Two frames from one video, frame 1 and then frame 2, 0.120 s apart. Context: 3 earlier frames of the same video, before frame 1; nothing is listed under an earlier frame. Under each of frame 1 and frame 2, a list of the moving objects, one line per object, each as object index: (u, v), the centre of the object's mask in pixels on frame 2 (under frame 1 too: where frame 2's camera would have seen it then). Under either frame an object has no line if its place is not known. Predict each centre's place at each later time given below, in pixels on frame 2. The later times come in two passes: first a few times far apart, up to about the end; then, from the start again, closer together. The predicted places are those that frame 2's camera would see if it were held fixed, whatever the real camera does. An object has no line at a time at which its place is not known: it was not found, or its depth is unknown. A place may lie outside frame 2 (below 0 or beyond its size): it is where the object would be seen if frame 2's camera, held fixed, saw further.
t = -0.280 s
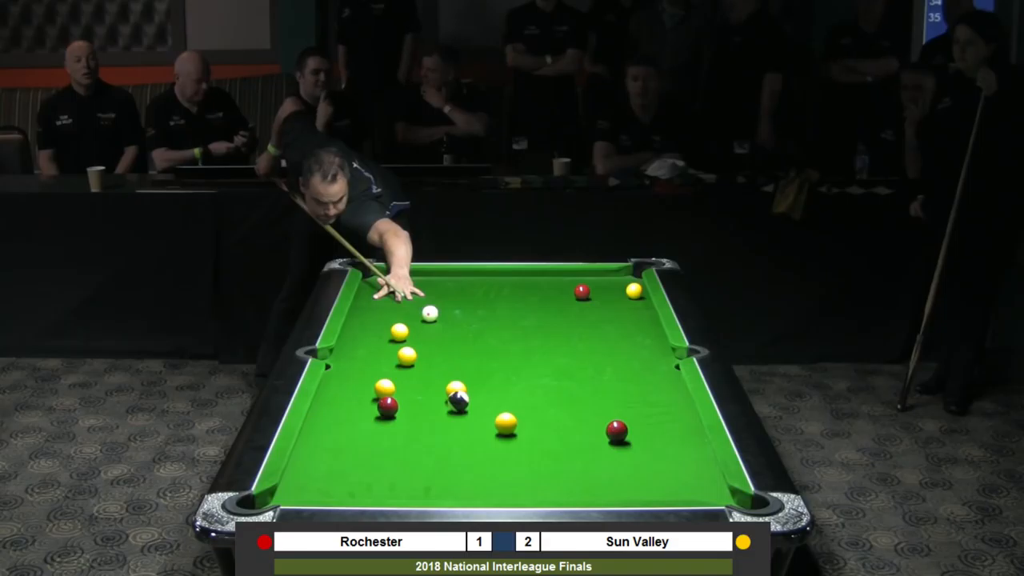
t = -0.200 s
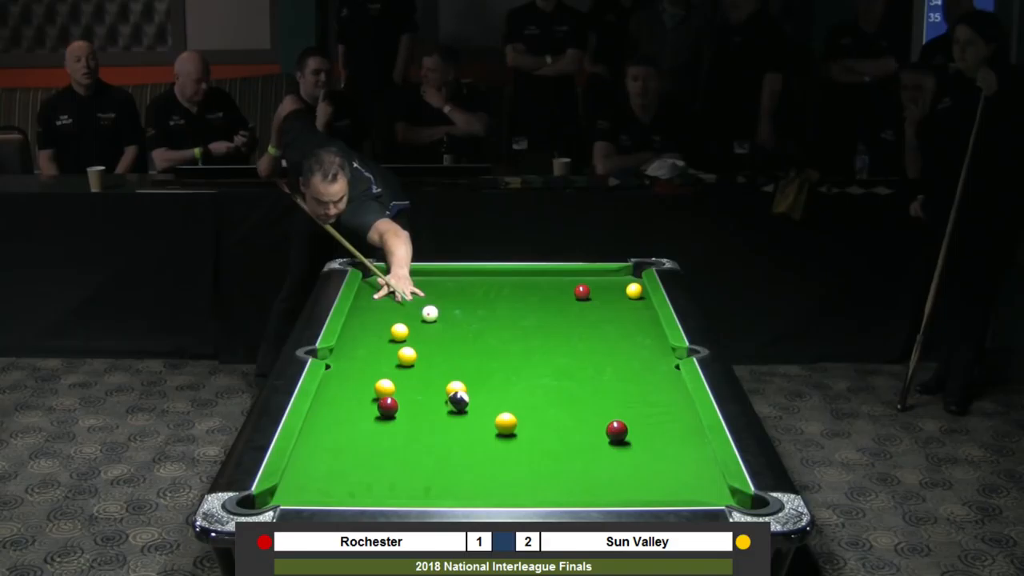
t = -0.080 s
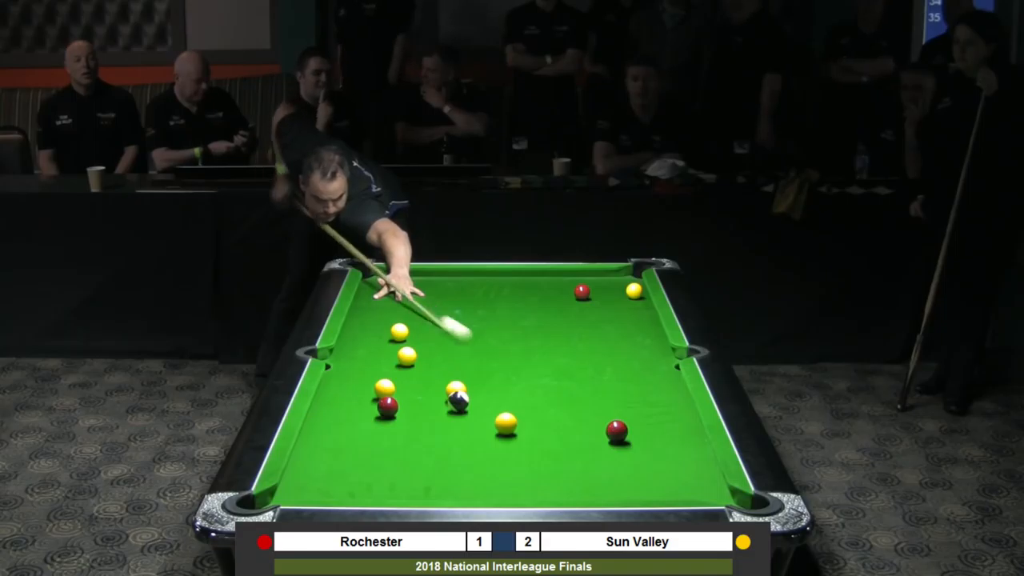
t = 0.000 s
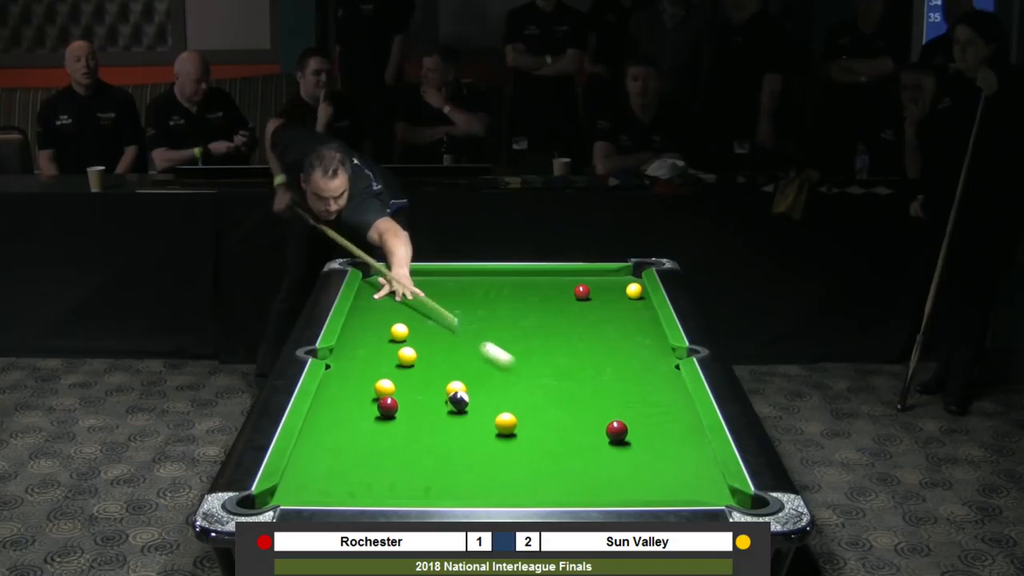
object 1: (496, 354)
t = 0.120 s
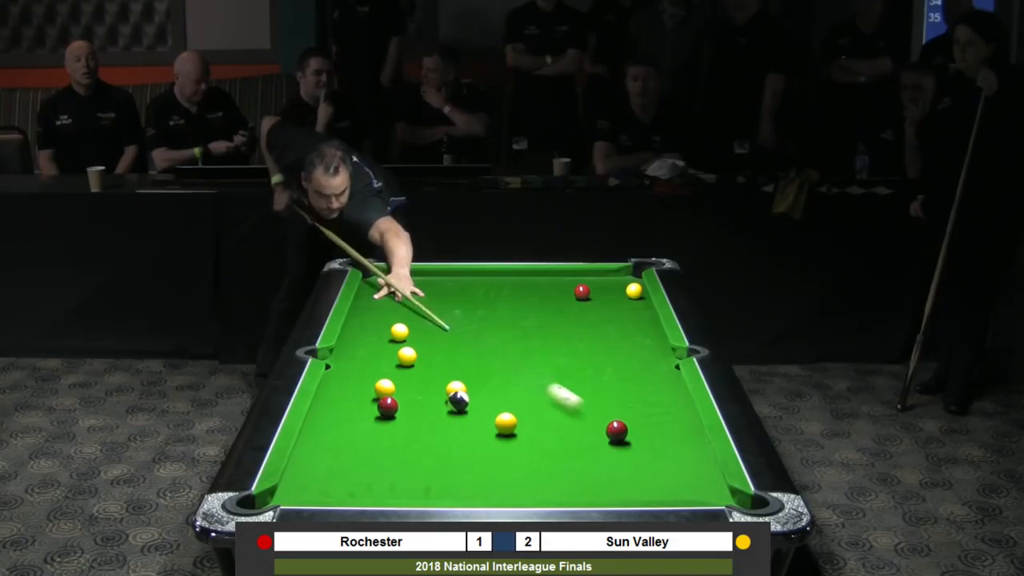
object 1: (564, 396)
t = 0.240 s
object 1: (604, 422)
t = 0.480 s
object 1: (595, 412)
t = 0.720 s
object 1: (587, 403)
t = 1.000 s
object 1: (578, 395)
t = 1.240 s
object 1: (573, 389)
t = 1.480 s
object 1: (567, 384)
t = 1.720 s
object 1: (562, 380)
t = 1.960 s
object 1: (558, 377)
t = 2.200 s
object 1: (555, 374)
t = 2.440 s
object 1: (554, 373)
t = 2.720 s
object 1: (553, 371)
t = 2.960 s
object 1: (552, 371)
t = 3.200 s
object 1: (552, 371)
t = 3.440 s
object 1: (552, 371)
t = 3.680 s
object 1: (552, 371)
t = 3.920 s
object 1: (552, 371)
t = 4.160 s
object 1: (552, 371)
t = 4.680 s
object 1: (553, 371)
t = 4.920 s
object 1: (552, 371)
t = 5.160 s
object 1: (552, 371)
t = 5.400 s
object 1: (552, 371)
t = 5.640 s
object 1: (552, 371)
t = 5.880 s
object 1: (552, 371)
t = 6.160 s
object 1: (552, 371)
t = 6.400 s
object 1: (552, 371)
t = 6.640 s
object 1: (552, 371)
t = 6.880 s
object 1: (552, 371)
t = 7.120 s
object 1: (552, 371)
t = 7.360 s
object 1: (552, 371)
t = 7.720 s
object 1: (553, 368)
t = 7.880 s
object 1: (552, 371)
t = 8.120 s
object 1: (552, 371)
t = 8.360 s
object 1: (552, 371)
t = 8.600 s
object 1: (552, 371)
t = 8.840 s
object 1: (552, 371)
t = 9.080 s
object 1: (552, 371)
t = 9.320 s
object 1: (552, 371)
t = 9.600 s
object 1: (552, 371)
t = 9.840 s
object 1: (552, 371)
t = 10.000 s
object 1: (552, 371)
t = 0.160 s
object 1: (587, 410)
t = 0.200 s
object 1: (604, 421)
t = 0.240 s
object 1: (604, 422)
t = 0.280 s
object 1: (602, 420)
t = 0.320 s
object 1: (601, 418)
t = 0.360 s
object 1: (599, 417)
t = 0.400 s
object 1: (598, 415)
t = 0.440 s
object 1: (596, 413)
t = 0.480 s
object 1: (595, 412)
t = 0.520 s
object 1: (593, 410)
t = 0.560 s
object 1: (592, 409)
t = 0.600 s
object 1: (591, 407)
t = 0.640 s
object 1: (589, 406)
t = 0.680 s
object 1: (588, 405)
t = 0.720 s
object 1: (587, 403)
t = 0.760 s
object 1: (585, 402)
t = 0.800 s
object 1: (584, 401)
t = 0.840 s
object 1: (583, 400)
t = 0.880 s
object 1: (582, 398)
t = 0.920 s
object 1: (581, 397)
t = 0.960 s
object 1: (580, 396)
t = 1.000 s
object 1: (578, 395)
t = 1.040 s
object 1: (577, 394)
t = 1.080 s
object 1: (576, 393)
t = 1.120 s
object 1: (575, 392)
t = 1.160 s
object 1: (574, 391)
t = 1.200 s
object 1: (573, 390)
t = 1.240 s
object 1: (573, 389)
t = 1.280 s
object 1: (572, 388)
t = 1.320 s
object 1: (571, 387)
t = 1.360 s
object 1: (570, 387)
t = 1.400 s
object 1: (569, 386)
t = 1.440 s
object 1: (568, 385)
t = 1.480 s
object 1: (567, 384)
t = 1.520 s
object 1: (566, 383)
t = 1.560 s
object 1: (565, 383)
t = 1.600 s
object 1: (564, 382)
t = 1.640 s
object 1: (564, 381)
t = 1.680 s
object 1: (563, 381)
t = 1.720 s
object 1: (562, 380)
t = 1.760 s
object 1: (562, 379)
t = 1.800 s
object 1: (561, 379)
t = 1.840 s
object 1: (560, 378)
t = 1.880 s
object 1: (560, 378)
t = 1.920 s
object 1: (559, 377)
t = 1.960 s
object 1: (558, 377)
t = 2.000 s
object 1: (558, 376)
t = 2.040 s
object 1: (557, 376)
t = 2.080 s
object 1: (557, 375)
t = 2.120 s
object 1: (556, 375)
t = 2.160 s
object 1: (556, 375)
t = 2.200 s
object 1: (555, 374)
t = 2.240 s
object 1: (555, 374)
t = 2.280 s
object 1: (554, 374)
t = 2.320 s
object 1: (554, 373)
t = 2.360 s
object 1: (554, 373)
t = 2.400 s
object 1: (554, 373)
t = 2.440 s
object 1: (554, 373)
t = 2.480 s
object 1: (553, 372)
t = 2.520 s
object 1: (553, 372)
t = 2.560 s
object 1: (553, 372)
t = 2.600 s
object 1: (553, 372)
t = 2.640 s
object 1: (553, 372)
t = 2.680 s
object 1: (553, 371)
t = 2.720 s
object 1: (553, 371)
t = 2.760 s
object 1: (552, 371)
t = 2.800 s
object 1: (552, 371)
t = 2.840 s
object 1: (552, 371)
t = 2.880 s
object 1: (552, 371)
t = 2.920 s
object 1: (552, 371)
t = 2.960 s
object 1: (552, 371)
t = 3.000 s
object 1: (552, 371)
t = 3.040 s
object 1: (552, 371)
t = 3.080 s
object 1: (552, 371)
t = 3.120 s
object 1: (552, 371)
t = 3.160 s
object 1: (552, 371)
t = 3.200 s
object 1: (552, 371)
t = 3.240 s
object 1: (552, 371)
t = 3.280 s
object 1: (552, 371)
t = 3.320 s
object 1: (552, 371)
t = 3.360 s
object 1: (552, 371)
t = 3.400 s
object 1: (552, 371)
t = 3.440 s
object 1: (552, 371)
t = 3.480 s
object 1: (552, 371)
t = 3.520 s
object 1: (552, 371)
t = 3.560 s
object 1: (552, 371)
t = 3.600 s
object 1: (552, 371)
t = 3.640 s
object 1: (552, 371)
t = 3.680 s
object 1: (552, 371)
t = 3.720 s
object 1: (552, 371)
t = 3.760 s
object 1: (552, 371)
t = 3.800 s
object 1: (552, 371)
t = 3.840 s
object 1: (552, 371)
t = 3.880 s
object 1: (552, 371)
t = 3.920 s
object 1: (552, 371)
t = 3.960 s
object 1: (552, 371)
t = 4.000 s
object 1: (552, 371)
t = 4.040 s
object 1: (552, 371)
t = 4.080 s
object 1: (552, 371)
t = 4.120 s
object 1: (552, 371)
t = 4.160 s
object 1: (552, 371)
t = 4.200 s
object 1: (552, 371)
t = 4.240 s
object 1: (552, 371)
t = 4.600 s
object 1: (552, 372)
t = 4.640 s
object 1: (553, 371)
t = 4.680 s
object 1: (553, 371)
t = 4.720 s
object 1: (553, 372)
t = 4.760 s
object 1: (552, 371)
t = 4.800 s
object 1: (552, 371)
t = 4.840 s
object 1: (552, 371)
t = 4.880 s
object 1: (552, 371)
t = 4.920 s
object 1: (552, 371)
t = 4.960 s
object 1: (552, 371)
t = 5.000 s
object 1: (552, 371)
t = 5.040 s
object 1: (552, 371)
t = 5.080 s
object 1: (552, 371)
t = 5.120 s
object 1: (552, 371)
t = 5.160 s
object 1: (552, 371)
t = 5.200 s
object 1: (552, 371)
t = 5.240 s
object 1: (552, 371)
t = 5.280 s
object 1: (552, 371)
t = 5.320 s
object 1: (552, 371)
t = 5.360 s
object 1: (552, 371)
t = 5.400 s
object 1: (552, 371)
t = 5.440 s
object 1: (552, 371)
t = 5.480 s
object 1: (552, 371)
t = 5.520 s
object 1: (552, 371)
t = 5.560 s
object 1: (552, 371)
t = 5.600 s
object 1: (552, 371)
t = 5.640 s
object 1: (552, 371)
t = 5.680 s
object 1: (552, 371)
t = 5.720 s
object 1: (552, 371)
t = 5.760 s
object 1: (552, 371)
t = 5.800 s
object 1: (552, 371)
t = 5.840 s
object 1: (552, 371)
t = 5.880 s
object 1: (552, 371)
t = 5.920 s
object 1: (552, 371)
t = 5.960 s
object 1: (552, 371)
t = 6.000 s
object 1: (552, 371)
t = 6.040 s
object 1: (552, 371)
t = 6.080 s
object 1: (552, 371)
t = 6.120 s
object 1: (552, 371)
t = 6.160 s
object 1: (552, 371)
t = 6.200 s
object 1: (552, 371)
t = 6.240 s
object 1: (552, 371)
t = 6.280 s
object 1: (552, 371)
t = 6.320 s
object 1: (552, 371)
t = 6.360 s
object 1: (552, 371)
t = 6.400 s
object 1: (552, 371)
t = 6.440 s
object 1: (552, 371)
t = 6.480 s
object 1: (552, 371)
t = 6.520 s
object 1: (552, 371)
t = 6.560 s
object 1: (552, 371)
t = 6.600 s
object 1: (552, 371)
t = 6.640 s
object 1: (552, 371)
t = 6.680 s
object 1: (552, 371)
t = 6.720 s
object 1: (552, 371)
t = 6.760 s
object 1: (552, 371)
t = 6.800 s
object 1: (552, 371)
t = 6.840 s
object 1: (552, 371)
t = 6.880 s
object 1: (552, 371)
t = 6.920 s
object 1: (552, 371)
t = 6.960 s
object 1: (552, 371)
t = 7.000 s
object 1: (552, 371)
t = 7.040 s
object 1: (552, 371)
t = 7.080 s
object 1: (552, 371)
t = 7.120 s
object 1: (552, 371)
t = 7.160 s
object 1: (552, 371)
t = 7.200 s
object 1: (552, 371)
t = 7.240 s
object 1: (552, 371)
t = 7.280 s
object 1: (552, 371)
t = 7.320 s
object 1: (552, 371)
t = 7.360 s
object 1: (552, 371)
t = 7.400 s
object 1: (552, 371)
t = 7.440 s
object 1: (549, 372)
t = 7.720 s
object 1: (553, 368)
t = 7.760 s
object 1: (552, 371)
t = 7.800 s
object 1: (552, 371)
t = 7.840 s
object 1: (552, 371)
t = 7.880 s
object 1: (552, 371)
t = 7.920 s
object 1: (552, 371)
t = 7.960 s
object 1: (552, 371)
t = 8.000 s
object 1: (552, 371)
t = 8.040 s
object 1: (552, 371)
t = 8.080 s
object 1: (552, 371)
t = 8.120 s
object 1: (552, 371)
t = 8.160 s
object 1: (552, 371)
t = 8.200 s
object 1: (552, 371)
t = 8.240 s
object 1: (552, 371)
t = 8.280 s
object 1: (552, 371)
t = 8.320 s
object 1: (552, 371)
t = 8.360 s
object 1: (552, 371)
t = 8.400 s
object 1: (552, 371)
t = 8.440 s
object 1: (552, 371)
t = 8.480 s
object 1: (552, 371)
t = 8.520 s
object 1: (552, 371)
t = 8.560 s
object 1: (552, 371)
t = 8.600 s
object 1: (552, 371)
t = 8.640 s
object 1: (552, 371)
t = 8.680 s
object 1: (552, 371)
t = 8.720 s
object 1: (552, 371)
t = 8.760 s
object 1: (552, 371)
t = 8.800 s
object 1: (552, 371)
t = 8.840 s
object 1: (552, 371)
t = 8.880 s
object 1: (552, 371)
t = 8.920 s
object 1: (552, 371)
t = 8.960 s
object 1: (552, 371)
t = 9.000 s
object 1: (552, 371)
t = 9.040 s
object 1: (552, 371)
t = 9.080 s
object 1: (552, 371)
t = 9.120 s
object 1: (552, 371)
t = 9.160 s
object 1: (552, 371)
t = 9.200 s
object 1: (552, 371)
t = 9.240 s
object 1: (552, 371)
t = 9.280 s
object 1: (552, 371)
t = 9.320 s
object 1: (552, 371)
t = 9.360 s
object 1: (552, 371)
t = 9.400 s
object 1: (552, 371)
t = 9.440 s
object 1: (552, 371)
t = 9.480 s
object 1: (552, 371)
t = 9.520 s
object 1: (552, 371)
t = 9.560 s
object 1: (552, 371)
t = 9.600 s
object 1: (552, 371)
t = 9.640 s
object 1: (552, 371)
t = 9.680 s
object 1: (552, 371)
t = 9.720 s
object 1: (552, 371)
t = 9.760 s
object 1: (552, 371)
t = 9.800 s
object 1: (552, 371)
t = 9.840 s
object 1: (552, 371)
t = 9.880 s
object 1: (552, 371)
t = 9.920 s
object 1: (552, 371)
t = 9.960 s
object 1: (552, 371)
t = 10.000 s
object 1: (552, 371)
